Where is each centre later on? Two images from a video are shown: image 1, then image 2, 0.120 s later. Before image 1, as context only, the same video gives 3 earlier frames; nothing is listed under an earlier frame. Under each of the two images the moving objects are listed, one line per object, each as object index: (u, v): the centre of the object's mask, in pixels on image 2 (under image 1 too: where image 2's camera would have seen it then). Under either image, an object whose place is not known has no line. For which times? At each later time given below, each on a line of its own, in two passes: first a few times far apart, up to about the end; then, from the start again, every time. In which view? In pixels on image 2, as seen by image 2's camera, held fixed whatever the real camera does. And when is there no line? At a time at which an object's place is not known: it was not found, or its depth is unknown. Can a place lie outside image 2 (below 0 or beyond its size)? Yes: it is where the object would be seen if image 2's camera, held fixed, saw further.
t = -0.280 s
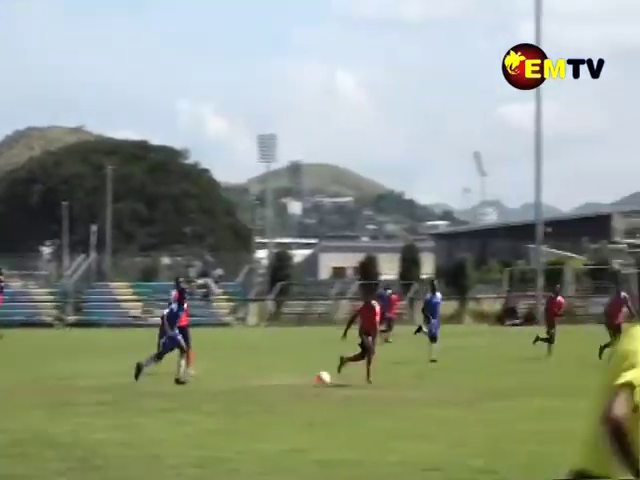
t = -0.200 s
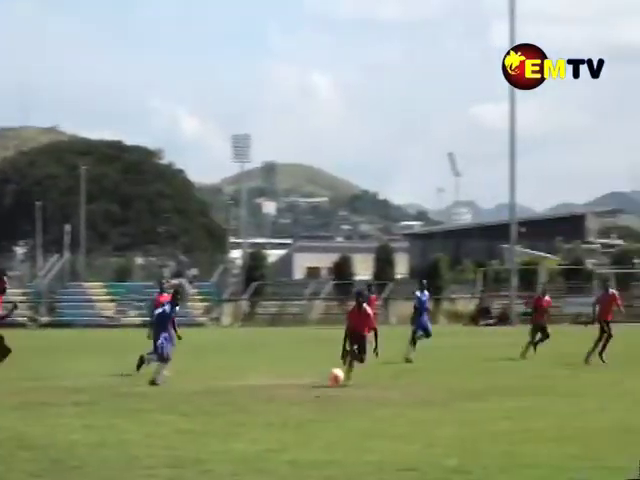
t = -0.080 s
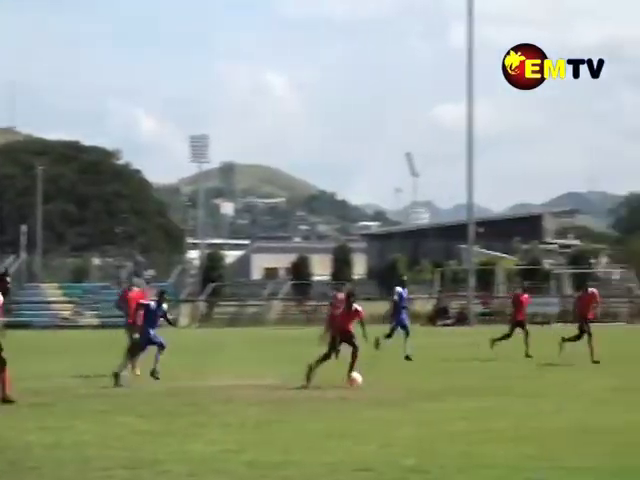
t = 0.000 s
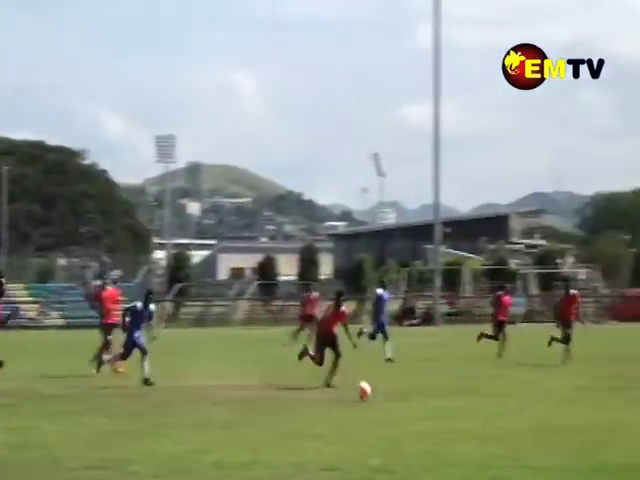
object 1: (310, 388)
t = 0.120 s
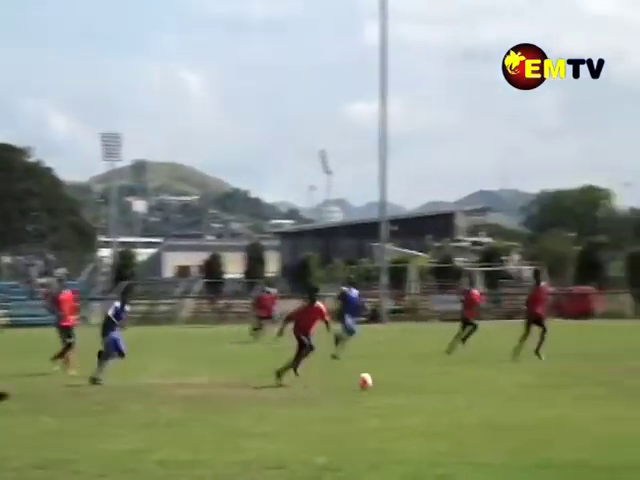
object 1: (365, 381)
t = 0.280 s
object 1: (432, 382)
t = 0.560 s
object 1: (552, 386)
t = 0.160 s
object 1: (381, 379)
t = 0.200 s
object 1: (399, 378)
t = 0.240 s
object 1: (415, 379)
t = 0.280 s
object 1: (432, 382)
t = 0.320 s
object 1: (450, 385)
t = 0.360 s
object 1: (467, 391)
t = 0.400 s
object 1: (485, 398)
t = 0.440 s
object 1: (503, 397)
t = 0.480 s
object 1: (520, 392)
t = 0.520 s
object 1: (535, 388)
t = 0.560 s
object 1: (552, 386)
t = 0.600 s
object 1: (569, 385)
